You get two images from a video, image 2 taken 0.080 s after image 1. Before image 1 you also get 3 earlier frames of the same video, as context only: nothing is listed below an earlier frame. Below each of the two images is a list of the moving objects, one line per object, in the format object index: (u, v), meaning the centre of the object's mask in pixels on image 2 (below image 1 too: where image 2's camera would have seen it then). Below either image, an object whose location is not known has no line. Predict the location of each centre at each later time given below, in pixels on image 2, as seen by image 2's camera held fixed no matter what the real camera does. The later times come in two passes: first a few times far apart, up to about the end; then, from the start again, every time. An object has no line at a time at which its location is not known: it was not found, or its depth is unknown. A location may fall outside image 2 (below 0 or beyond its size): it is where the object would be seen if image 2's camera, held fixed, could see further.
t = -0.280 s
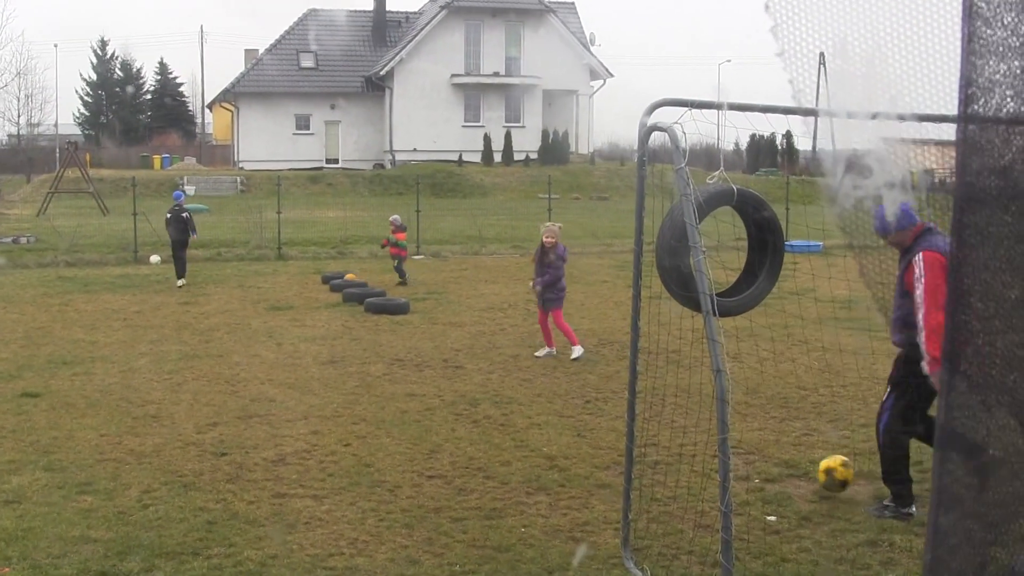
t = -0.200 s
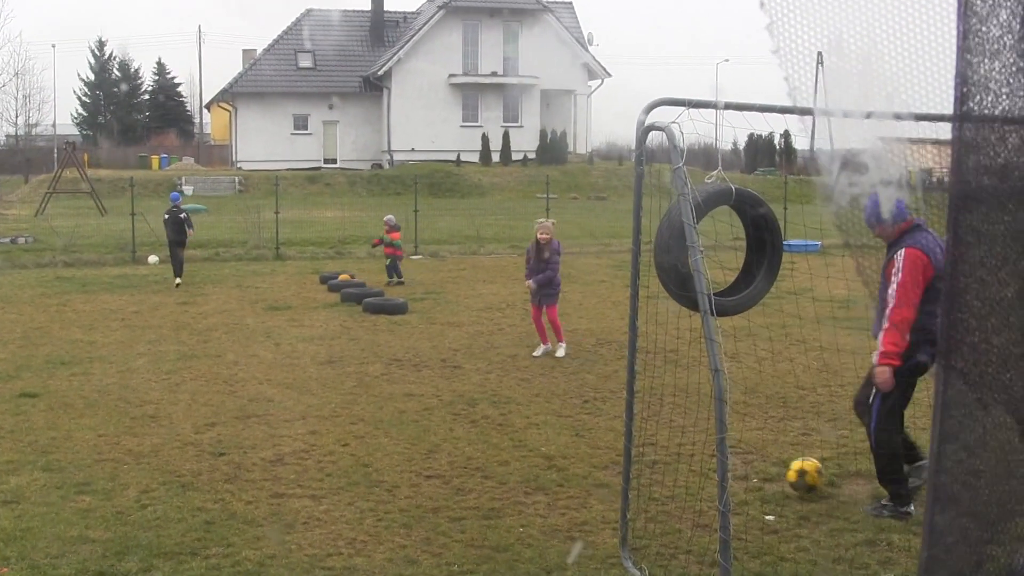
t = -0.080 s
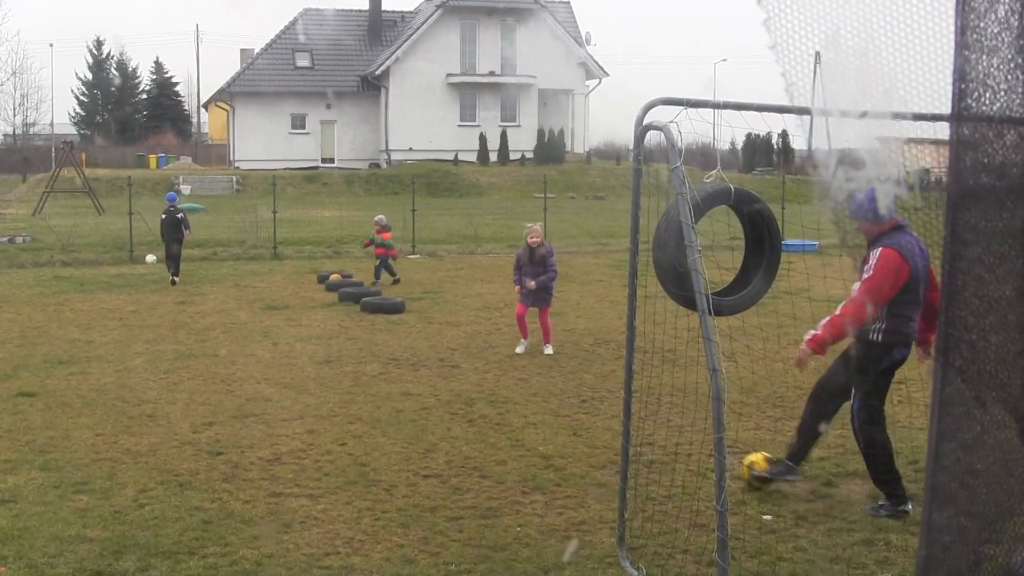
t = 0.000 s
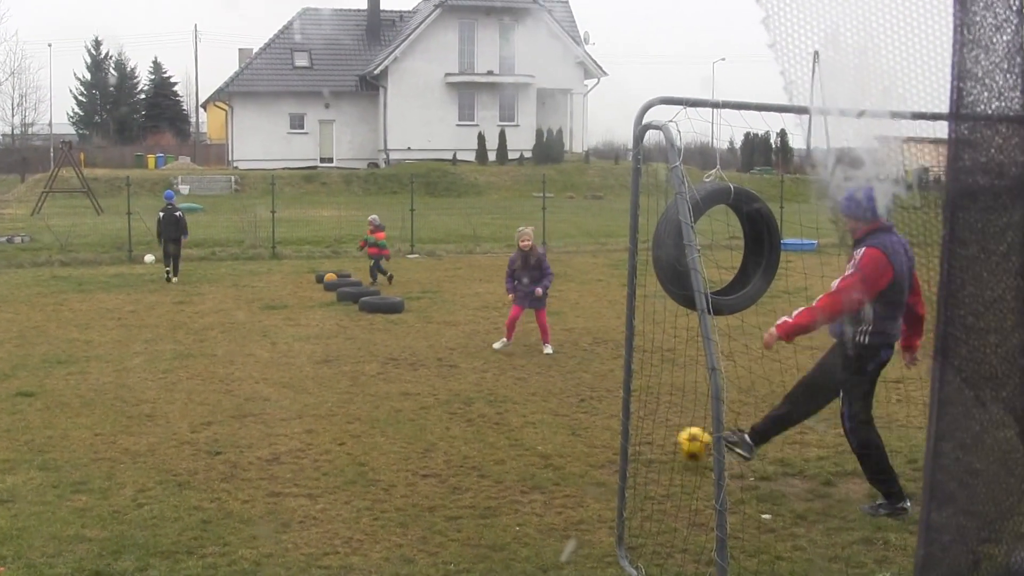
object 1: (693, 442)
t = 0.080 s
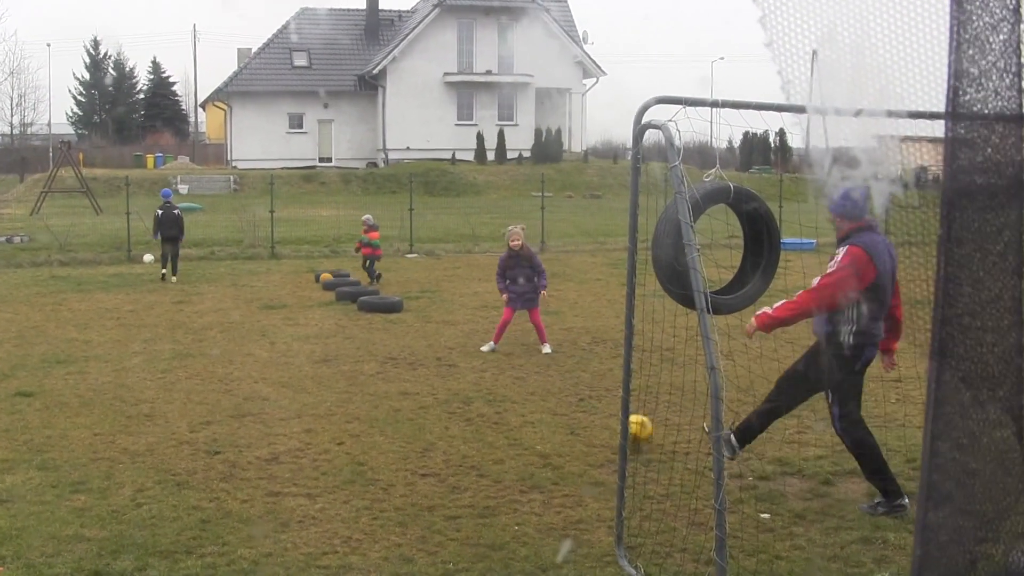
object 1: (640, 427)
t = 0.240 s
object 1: (548, 409)
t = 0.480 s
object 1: (463, 386)
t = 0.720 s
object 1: (404, 368)
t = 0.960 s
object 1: (357, 351)
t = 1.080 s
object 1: (336, 347)
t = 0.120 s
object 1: (607, 427)
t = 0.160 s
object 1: (587, 417)
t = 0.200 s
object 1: (568, 412)
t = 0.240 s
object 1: (548, 409)
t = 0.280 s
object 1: (530, 405)
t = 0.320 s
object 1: (514, 400)
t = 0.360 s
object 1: (500, 397)
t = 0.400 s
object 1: (487, 390)
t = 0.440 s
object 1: (475, 388)
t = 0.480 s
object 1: (463, 386)
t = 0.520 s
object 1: (452, 383)
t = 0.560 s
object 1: (441, 380)
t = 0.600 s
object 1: (431, 376)
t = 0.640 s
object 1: (422, 373)
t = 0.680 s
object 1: (413, 371)
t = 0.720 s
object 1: (404, 368)
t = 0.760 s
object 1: (396, 366)
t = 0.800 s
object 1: (388, 362)
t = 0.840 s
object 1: (379, 360)
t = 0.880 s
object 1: (372, 358)
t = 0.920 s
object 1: (364, 355)
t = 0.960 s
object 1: (357, 351)
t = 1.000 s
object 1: (350, 351)
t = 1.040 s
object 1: (343, 351)
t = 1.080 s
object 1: (336, 347)
